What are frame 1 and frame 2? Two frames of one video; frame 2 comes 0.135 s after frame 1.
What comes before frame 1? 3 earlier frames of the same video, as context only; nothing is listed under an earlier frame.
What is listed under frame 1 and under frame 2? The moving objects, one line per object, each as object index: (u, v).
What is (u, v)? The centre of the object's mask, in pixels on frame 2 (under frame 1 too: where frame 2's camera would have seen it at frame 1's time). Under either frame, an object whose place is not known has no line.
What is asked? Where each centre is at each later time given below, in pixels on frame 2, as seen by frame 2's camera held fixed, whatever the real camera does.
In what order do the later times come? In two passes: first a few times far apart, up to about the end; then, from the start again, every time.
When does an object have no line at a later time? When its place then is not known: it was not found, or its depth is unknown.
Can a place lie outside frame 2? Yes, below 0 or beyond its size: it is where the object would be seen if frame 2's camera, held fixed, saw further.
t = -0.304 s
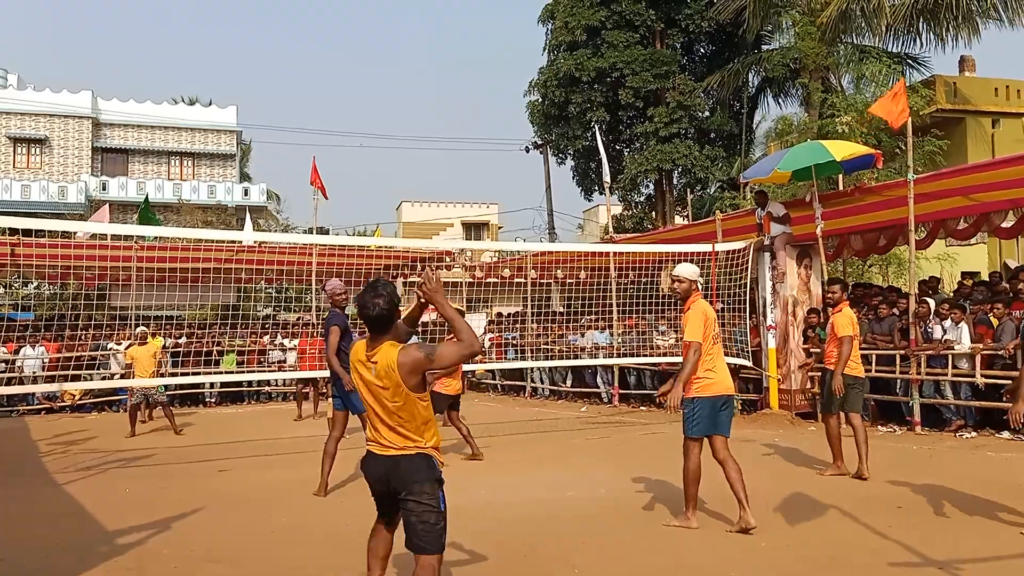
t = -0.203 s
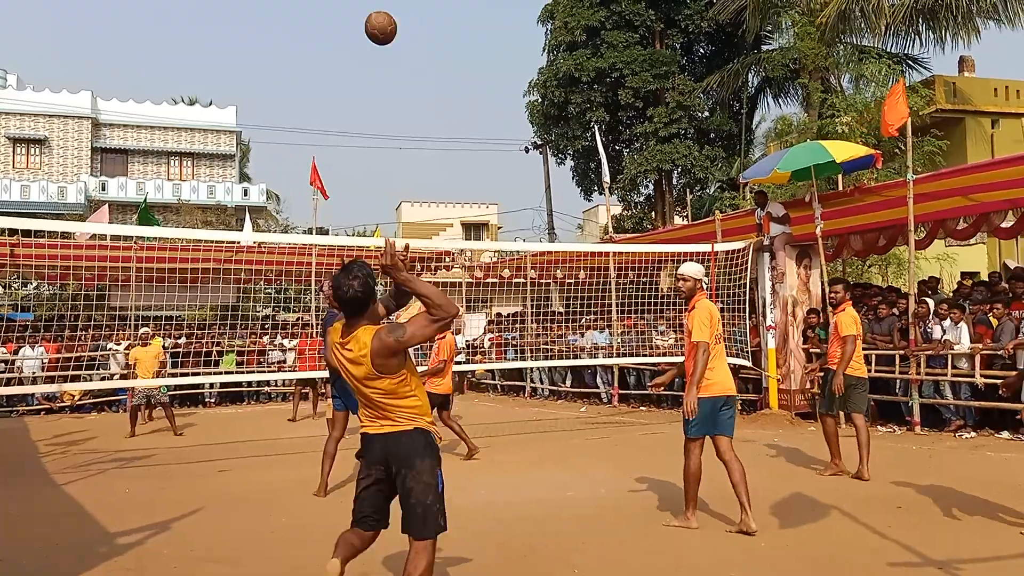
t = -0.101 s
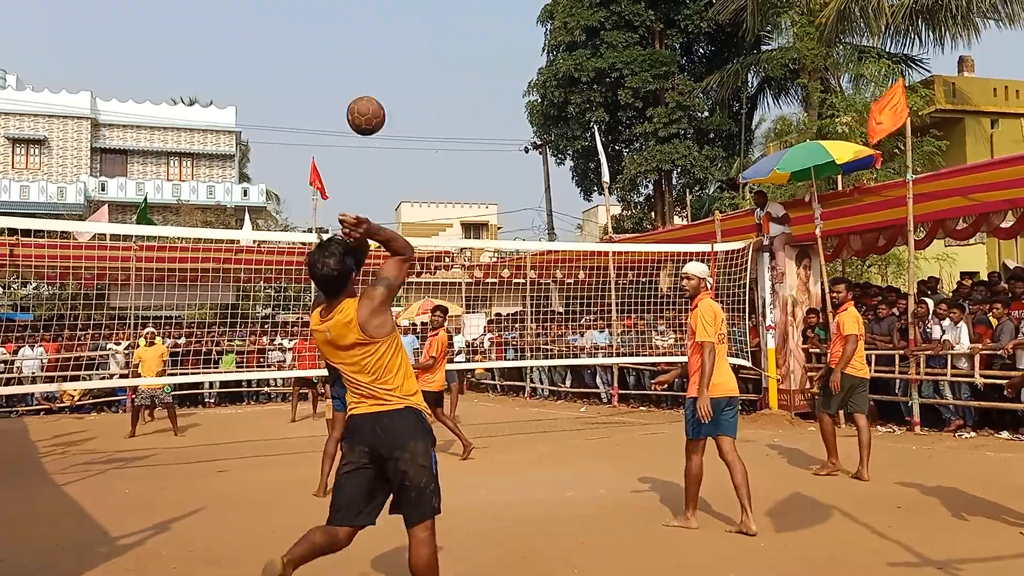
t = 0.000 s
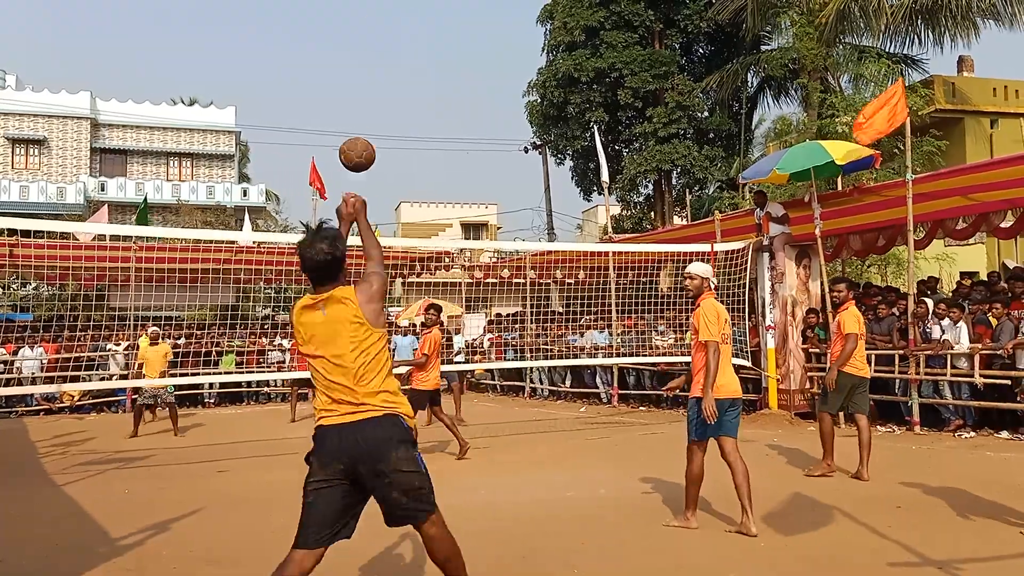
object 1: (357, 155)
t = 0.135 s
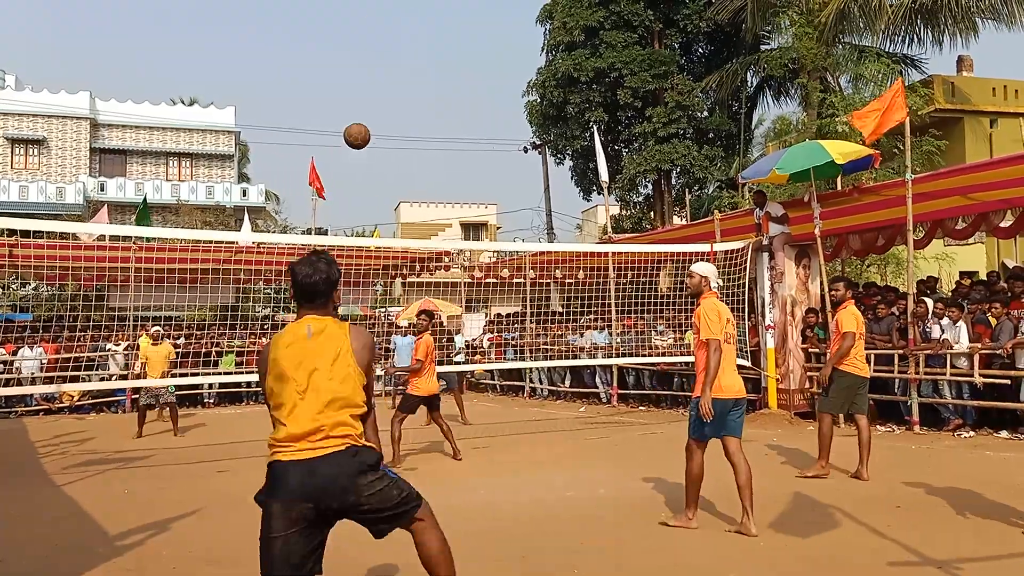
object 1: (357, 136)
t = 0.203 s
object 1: (356, 140)
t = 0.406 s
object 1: (355, 179)
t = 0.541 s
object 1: (353, 217)
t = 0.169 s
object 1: (357, 137)
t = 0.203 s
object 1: (356, 140)
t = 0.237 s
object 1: (356, 144)
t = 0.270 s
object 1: (356, 149)
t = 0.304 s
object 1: (356, 156)
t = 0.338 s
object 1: (356, 163)
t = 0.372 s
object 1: (355, 170)
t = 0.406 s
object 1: (355, 179)
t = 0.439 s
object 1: (354, 188)
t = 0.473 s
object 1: (354, 197)
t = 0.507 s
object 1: (354, 207)
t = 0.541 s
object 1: (353, 217)
